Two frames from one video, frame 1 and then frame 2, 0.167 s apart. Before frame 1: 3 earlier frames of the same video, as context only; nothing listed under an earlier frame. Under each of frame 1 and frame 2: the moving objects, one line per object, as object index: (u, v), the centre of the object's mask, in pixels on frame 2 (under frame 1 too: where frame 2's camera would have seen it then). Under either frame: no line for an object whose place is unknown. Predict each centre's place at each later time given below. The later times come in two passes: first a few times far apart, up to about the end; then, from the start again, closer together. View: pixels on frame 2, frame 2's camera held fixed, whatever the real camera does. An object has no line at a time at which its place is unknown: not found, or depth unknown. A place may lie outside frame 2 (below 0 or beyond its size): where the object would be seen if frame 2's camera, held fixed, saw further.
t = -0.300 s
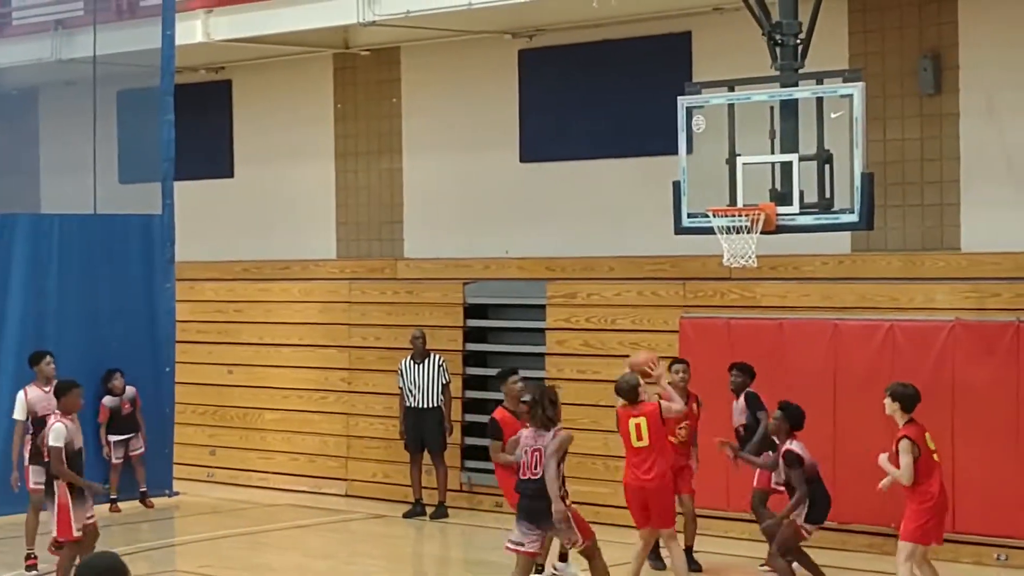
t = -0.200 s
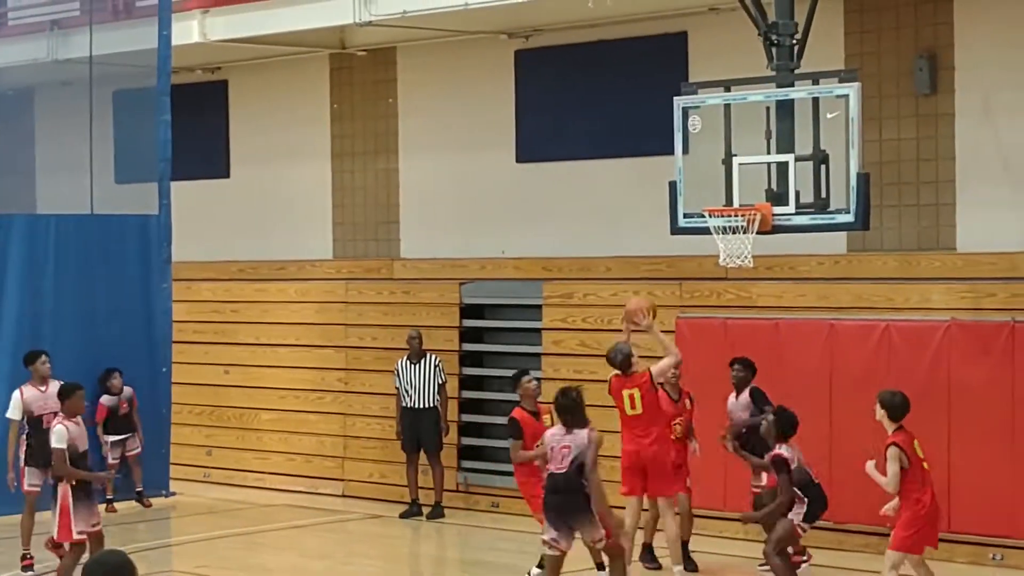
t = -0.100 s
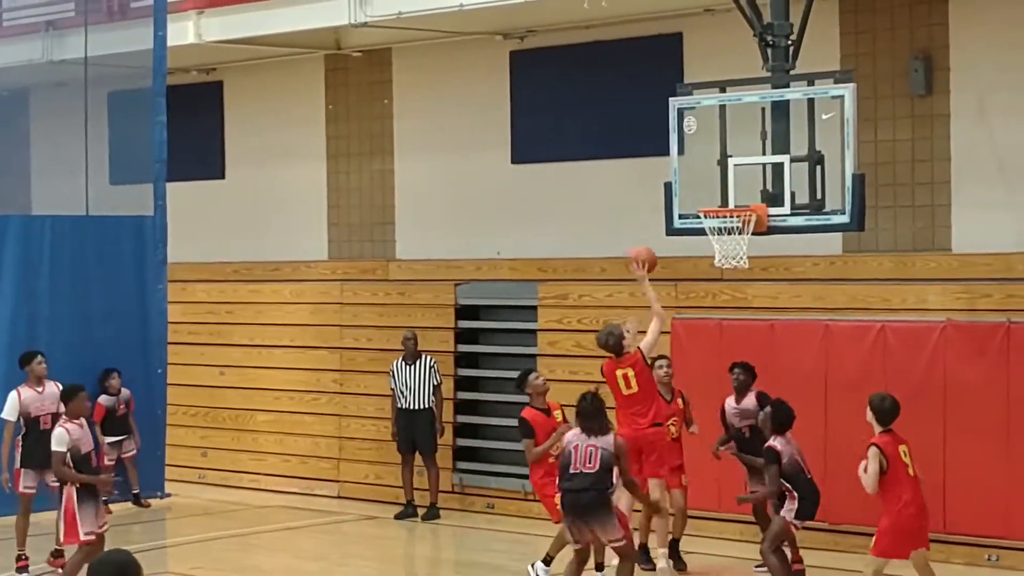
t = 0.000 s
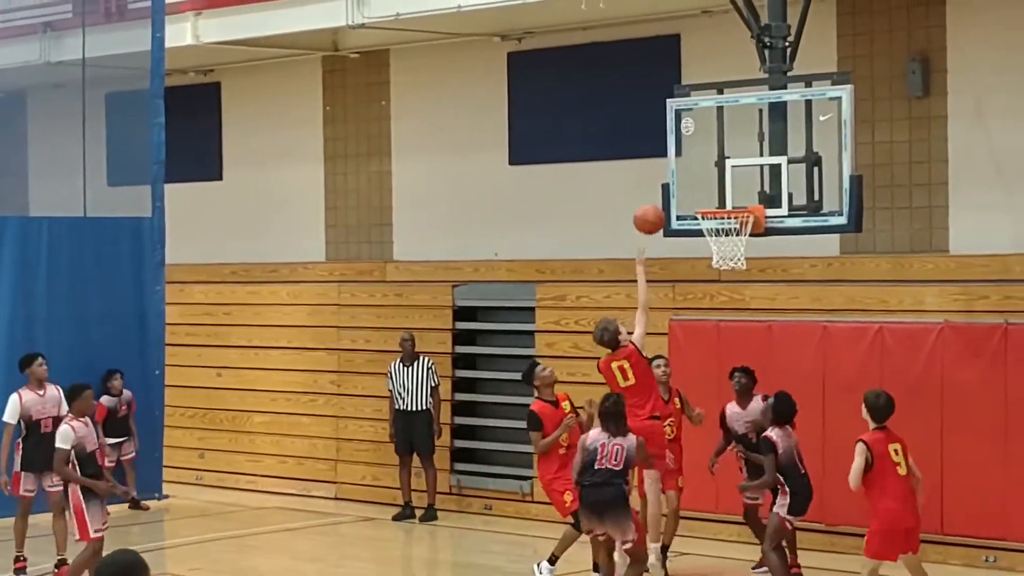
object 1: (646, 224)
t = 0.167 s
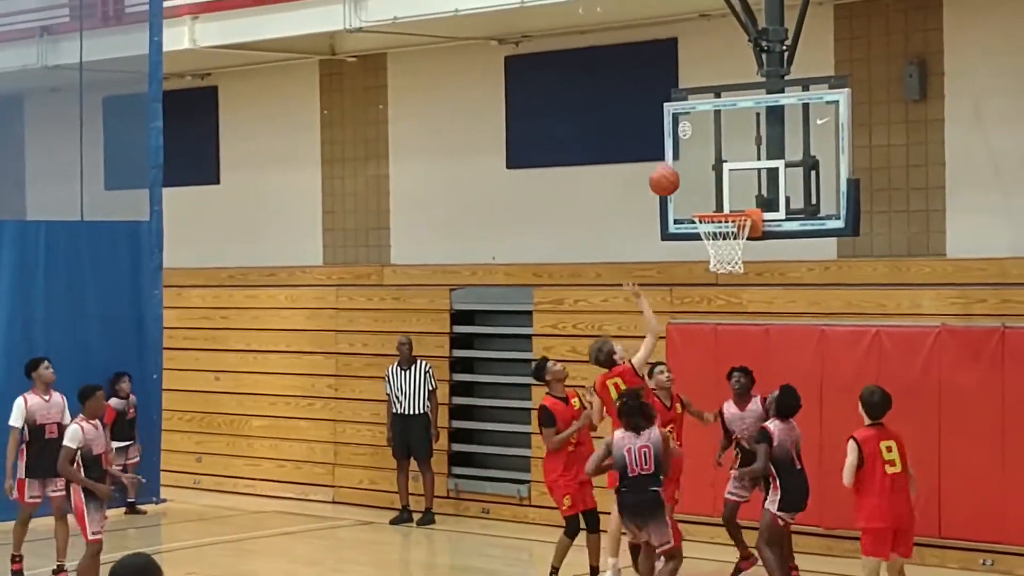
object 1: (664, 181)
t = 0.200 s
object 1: (667, 176)
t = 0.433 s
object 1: (693, 186)
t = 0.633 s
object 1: (723, 206)
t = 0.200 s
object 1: (667, 176)
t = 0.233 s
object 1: (671, 174)
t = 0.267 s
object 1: (674, 172)
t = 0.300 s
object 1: (678, 172)
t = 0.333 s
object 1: (682, 174)
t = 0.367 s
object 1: (685, 176)
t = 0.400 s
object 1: (689, 181)
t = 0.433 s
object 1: (693, 186)
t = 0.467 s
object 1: (696, 193)
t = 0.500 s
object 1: (699, 201)
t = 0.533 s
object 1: (706, 202)
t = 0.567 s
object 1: (711, 203)
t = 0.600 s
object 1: (717, 204)
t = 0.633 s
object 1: (723, 206)
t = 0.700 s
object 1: (732, 227)
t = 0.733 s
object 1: (733, 229)
